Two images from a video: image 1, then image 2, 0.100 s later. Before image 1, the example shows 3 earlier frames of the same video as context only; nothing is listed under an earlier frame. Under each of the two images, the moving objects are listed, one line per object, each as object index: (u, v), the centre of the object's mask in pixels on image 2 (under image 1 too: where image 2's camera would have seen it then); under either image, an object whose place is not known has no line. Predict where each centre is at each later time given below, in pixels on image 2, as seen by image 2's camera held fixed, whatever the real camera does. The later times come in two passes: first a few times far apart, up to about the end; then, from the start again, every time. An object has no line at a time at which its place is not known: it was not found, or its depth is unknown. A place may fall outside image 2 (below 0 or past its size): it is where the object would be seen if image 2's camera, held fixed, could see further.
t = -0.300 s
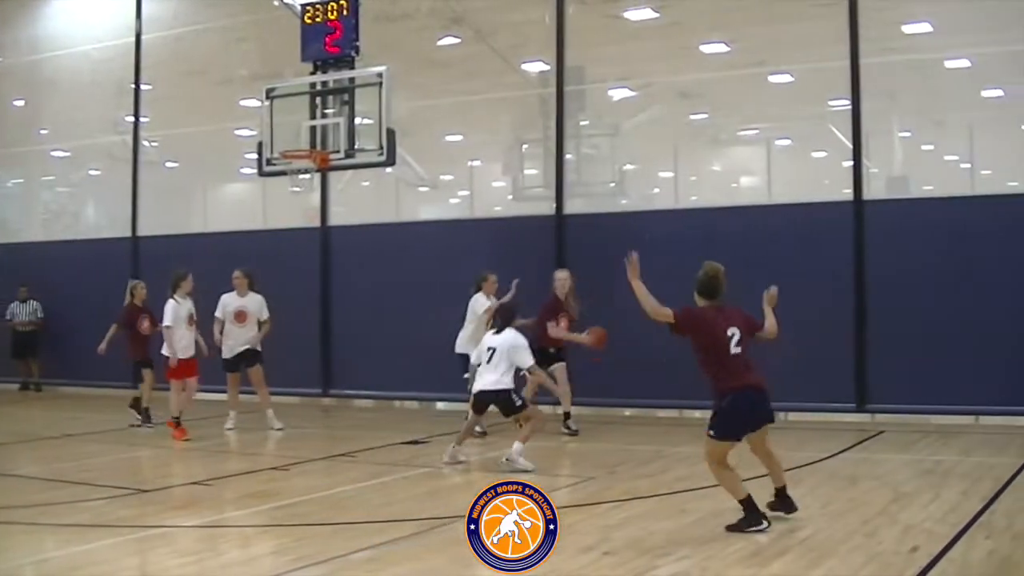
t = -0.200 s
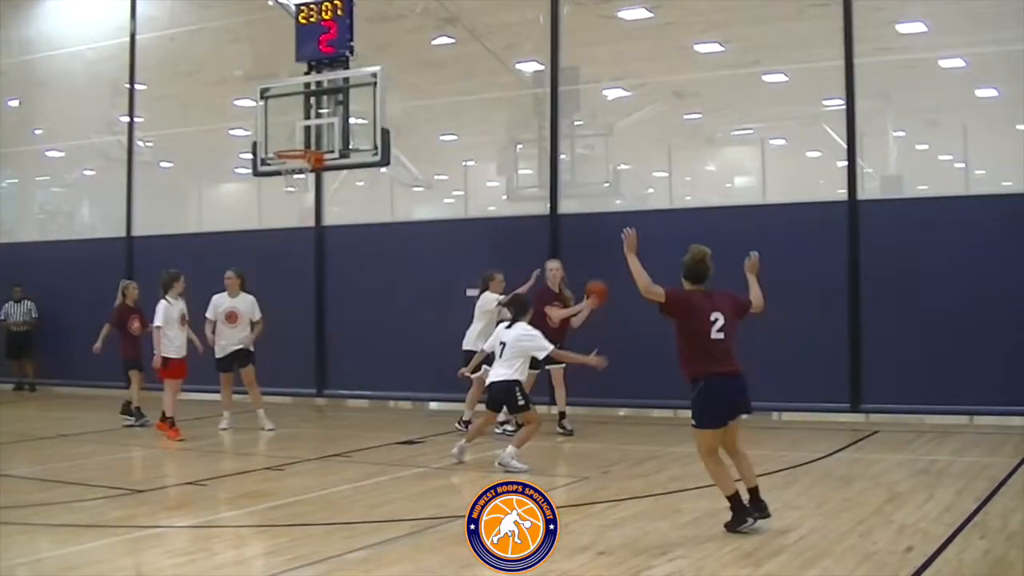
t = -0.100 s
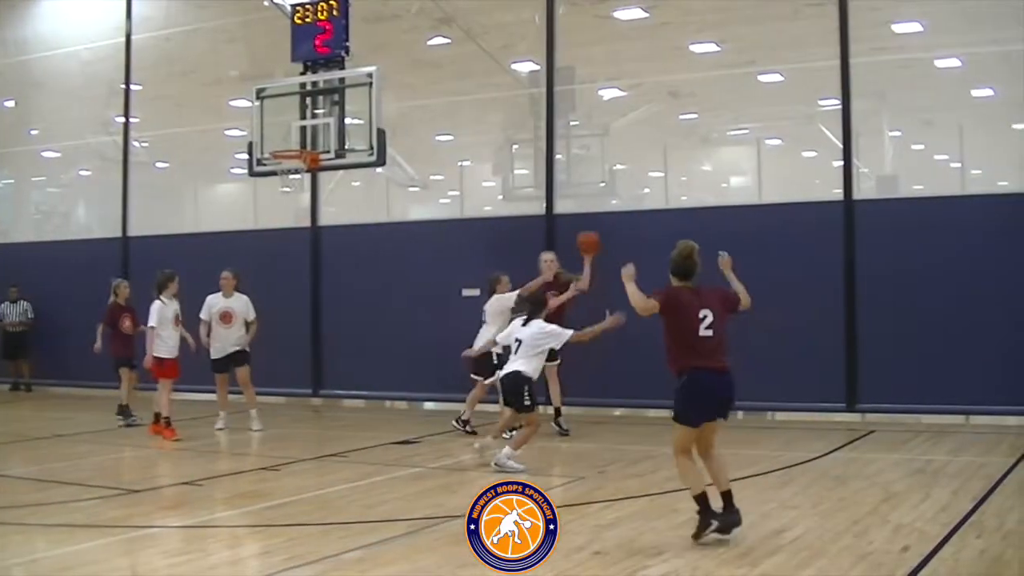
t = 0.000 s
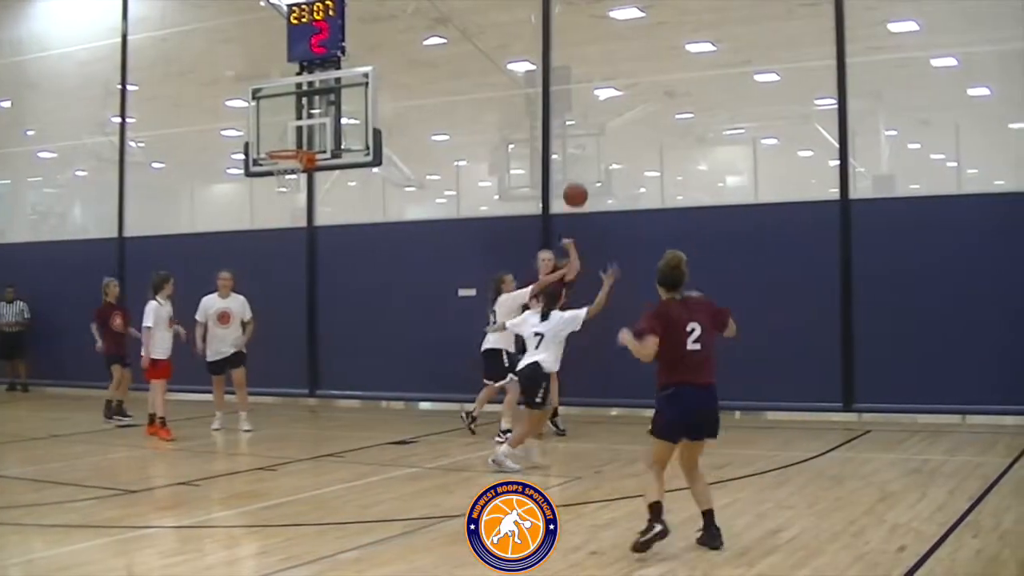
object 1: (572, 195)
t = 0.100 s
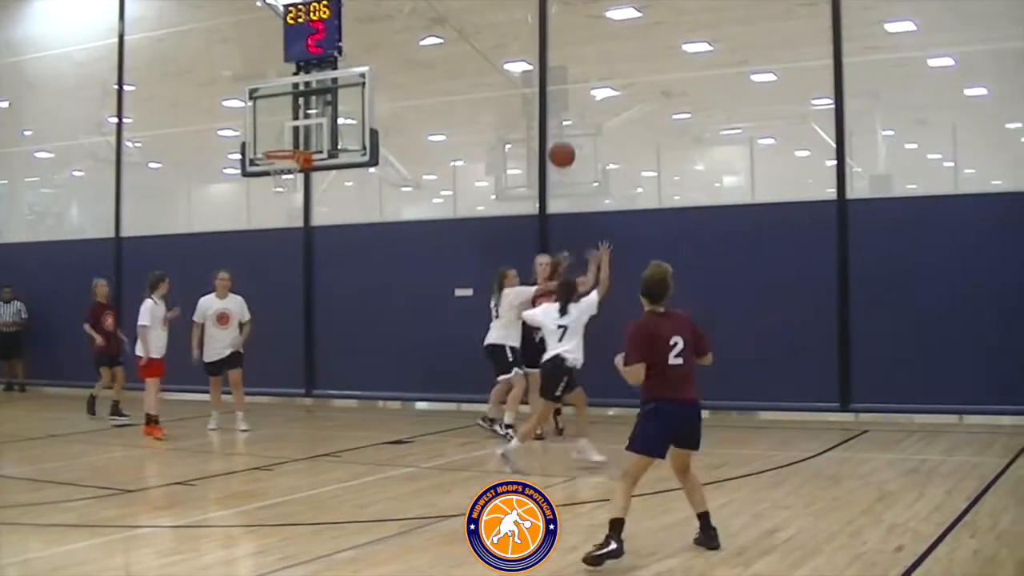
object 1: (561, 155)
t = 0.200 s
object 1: (550, 121)
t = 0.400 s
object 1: (522, 77)
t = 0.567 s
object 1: (492, 74)
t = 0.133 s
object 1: (558, 142)
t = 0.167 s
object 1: (554, 132)
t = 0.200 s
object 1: (550, 121)
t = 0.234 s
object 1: (546, 112)
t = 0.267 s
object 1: (541, 103)
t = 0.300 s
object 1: (537, 94)
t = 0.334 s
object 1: (532, 88)
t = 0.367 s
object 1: (527, 81)
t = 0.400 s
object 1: (522, 77)
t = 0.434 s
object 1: (516, 73)
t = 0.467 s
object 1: (511, 71)
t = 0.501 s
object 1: (504, 70)
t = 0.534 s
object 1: (498, 71)
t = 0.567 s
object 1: (492, 74)
